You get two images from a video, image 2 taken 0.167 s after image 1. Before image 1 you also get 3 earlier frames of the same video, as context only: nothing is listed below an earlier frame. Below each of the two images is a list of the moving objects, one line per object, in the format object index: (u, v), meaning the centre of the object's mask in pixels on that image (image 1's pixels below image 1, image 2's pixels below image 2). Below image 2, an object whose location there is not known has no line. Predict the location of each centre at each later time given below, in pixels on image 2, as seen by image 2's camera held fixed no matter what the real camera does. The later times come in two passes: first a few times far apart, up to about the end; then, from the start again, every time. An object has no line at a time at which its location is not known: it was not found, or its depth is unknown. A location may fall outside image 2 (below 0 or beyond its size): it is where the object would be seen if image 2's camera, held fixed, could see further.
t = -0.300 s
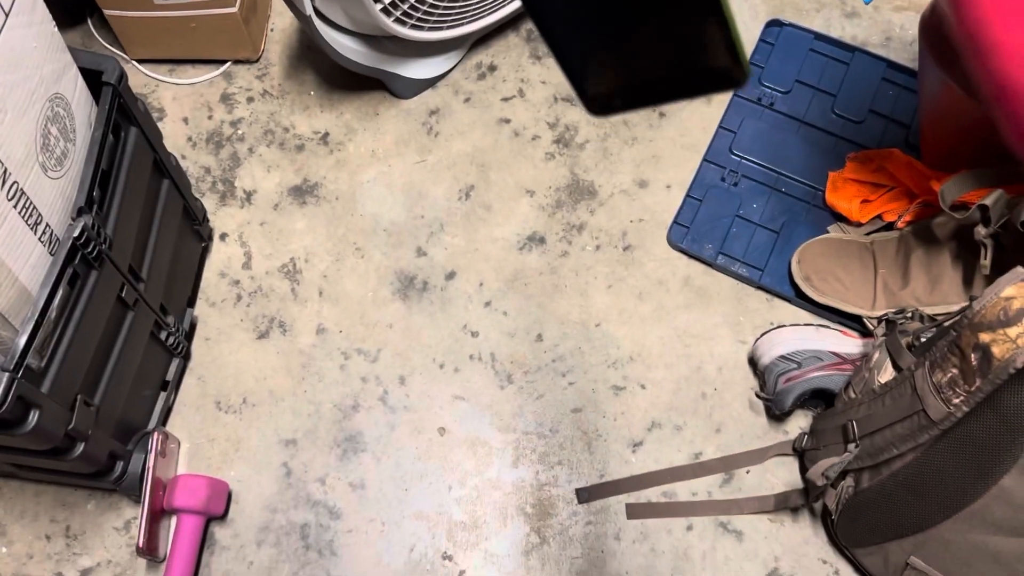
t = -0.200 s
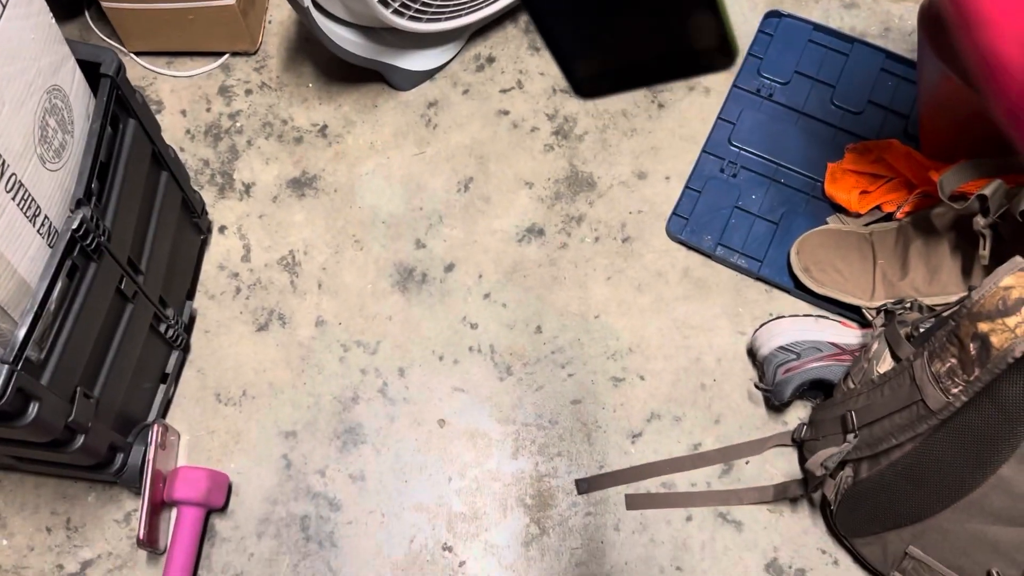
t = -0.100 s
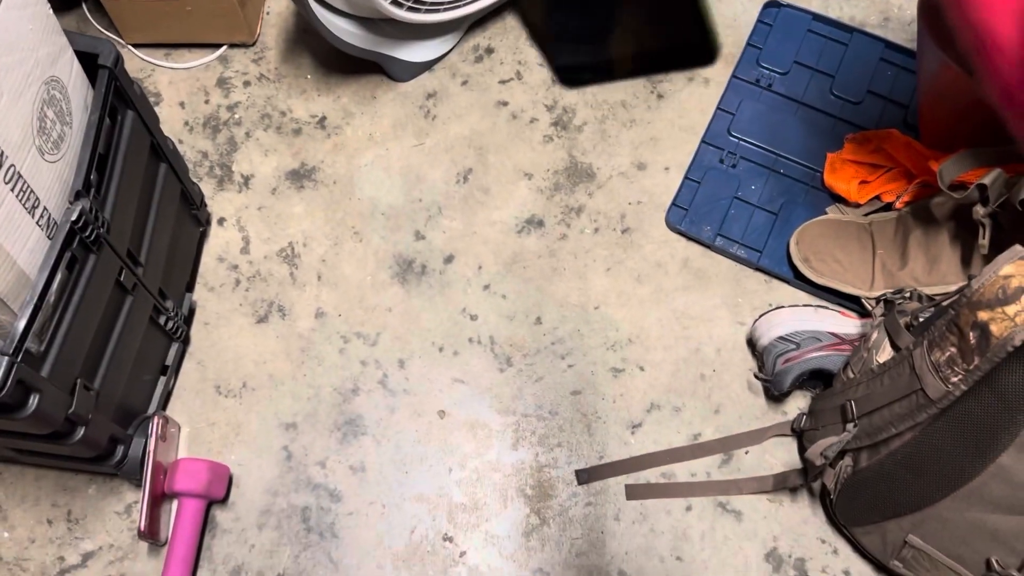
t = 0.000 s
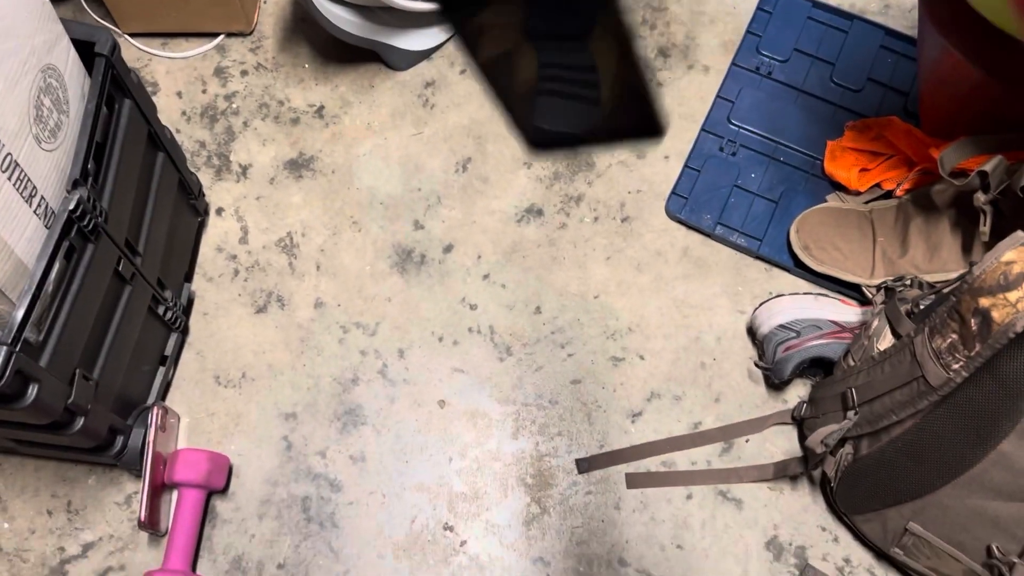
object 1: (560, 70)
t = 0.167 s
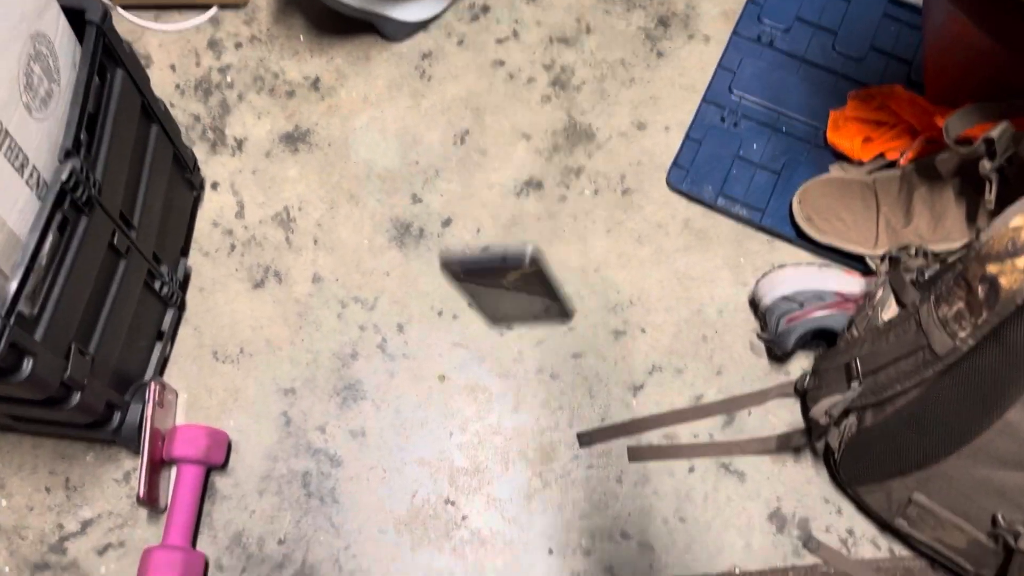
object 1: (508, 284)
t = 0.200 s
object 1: (503, 327)
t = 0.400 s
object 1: (551, 390)
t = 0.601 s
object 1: (656, 401)
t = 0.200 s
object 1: (503, 327)
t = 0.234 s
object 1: (498, 363)
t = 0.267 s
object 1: (494, 394)
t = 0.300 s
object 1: (495, 419)
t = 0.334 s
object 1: (515, 405)
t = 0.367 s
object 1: (534, 397)
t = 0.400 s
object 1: (551, 390)
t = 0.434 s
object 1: (570, 385)
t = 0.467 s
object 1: (585, 382)
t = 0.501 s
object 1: (608, 381)
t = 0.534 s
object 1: (630, 385)
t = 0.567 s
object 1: (645, 391)
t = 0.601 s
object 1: (656, 401)
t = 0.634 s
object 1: (665, 411)
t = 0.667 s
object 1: (670, 422)
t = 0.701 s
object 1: (682, 426)
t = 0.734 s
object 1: (695, 429)
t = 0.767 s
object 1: (703, 432)
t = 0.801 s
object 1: (712, 439)
